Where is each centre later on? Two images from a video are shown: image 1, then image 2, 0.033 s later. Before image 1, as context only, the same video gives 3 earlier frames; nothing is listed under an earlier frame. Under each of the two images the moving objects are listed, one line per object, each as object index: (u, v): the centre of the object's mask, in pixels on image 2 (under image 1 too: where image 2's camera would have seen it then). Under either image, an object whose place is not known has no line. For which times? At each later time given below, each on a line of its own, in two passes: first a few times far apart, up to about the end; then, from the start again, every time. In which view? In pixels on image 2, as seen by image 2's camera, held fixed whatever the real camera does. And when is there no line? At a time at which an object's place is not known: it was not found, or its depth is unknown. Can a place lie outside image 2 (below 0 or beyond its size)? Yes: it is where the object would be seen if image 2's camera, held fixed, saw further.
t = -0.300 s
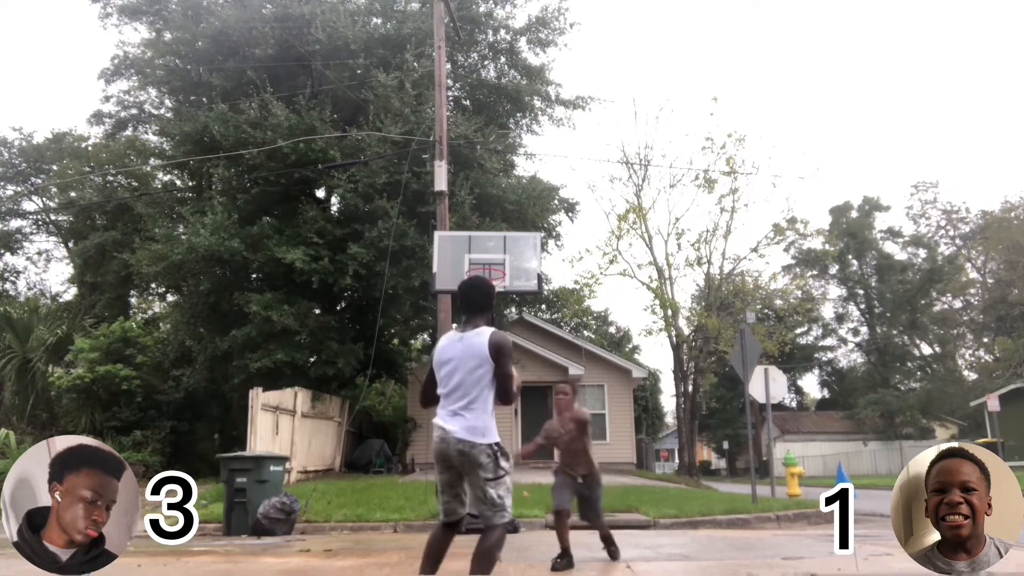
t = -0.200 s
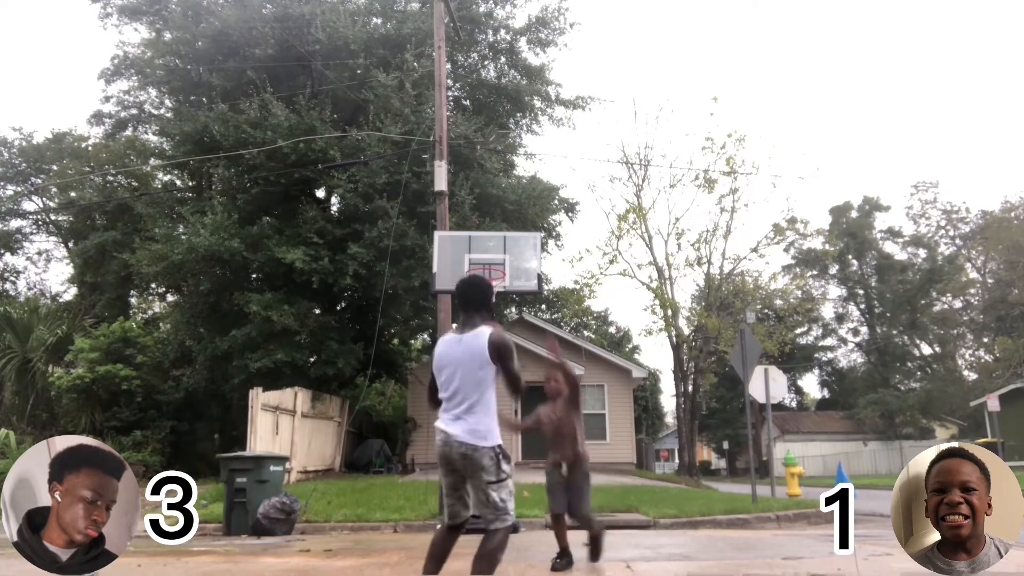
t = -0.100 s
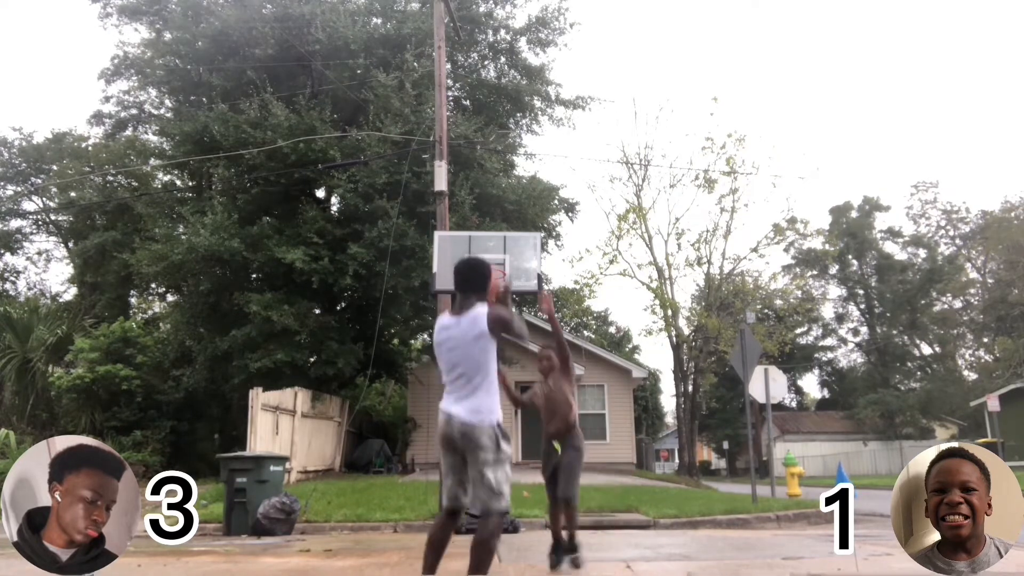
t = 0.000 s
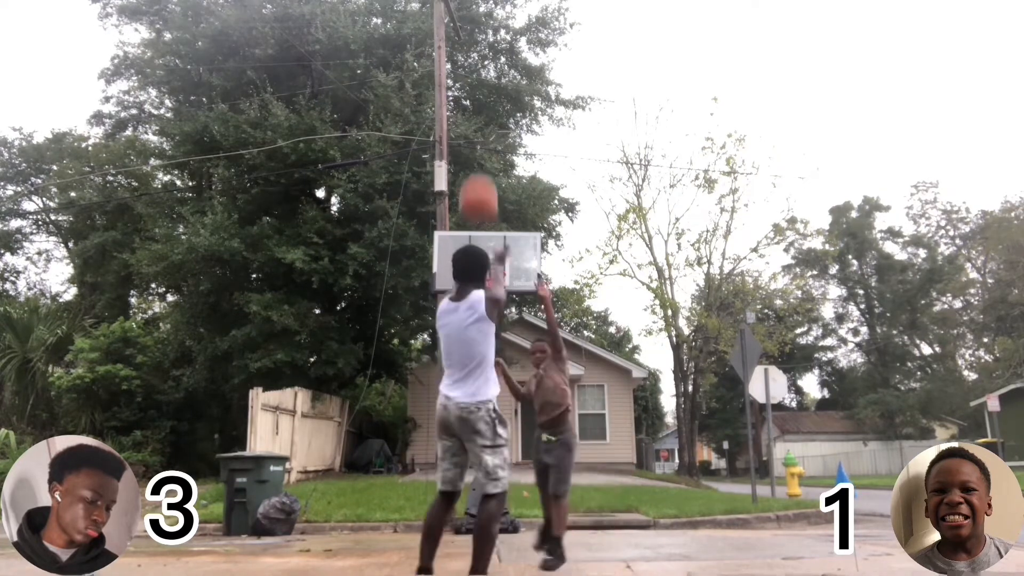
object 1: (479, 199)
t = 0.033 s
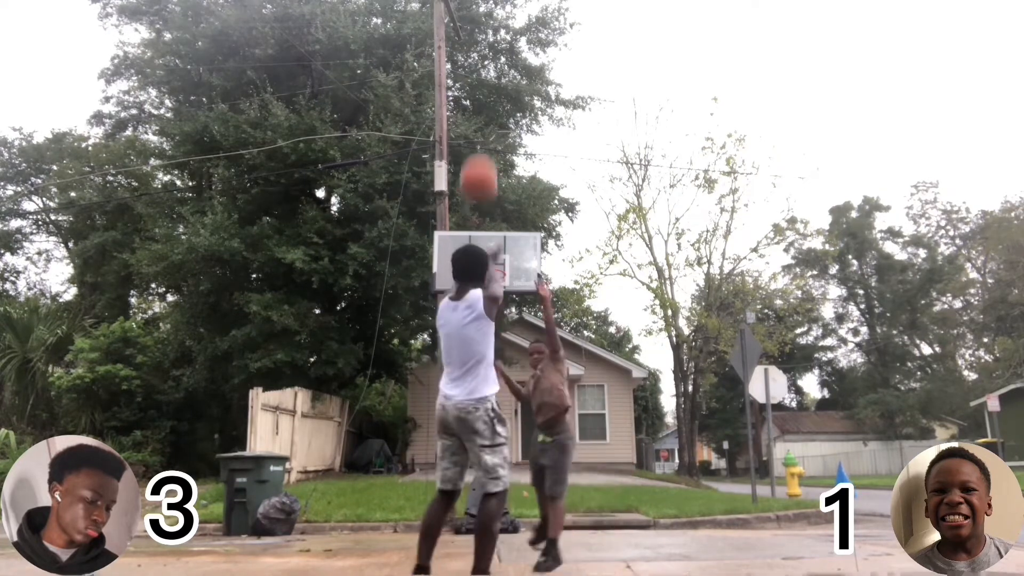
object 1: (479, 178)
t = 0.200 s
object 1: (480, 114)
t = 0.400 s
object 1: (480, 99)
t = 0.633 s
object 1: (482, 125)
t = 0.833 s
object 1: (484, 179)
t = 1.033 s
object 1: (486, 253)
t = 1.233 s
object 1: (485, 302)
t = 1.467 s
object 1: (482, 346)
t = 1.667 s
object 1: (479, 418)
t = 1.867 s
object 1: (476, 518)
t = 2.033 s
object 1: (475, 474)
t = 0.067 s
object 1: (479, 161)
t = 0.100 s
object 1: (479, 146)
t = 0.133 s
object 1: (479, 134)
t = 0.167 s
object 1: (480, 123)
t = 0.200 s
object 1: (480, 114)
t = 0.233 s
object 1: (480, 108)
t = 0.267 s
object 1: (480, 104)
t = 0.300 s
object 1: (480, 100)
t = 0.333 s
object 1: (480, 100)
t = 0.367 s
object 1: (480, 98)
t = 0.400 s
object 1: (480, 99)
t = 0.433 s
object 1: (480, 100)
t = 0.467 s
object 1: (481, 101)
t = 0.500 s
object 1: (481, 104)
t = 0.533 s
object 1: (481, 108)
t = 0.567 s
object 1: (481, 113)
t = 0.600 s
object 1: (482, 119)
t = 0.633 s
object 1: (482, 125)
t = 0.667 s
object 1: (482, 132)
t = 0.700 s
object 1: (482, 141)
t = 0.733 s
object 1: (483, 150)
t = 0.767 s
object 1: (483, 158)
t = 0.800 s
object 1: (484, 168)
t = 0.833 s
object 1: (484, 179)
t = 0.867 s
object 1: (485, 190)
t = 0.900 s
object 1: (485, 201)
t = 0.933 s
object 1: (485, 212)
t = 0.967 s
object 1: (486, 224)
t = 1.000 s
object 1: (486, 240)
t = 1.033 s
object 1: (486, 253)
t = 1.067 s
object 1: (486, 267)
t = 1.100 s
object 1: (487, 281)
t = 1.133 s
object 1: (487, 294)
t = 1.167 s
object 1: (487, 294)
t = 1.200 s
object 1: (486, 299)
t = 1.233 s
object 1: (485, 302)
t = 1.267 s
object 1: (485, 305)
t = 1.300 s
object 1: (485, 311)
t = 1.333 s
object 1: (484, 316)
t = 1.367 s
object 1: (484, 322)
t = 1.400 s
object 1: (483, 330)
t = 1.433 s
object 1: (483, 338)
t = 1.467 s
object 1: (482, 346)
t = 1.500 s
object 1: (482, 356)
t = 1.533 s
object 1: (481, 366)
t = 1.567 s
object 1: (481, 378)
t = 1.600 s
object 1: (480, 390)
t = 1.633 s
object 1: (479, 404)
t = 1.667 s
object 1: (479, 418)
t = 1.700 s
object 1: (479, 432)
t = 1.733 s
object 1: (478, 448)
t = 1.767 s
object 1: (477, 465)
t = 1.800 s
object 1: (478, 482)
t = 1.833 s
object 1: (477, 500)
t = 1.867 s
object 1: (476, 518)
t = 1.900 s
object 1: (476, 516)
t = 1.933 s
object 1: (476, 504)
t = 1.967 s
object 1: (476, 494)
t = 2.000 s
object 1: (476, 484)
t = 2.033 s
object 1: (475, 474)
